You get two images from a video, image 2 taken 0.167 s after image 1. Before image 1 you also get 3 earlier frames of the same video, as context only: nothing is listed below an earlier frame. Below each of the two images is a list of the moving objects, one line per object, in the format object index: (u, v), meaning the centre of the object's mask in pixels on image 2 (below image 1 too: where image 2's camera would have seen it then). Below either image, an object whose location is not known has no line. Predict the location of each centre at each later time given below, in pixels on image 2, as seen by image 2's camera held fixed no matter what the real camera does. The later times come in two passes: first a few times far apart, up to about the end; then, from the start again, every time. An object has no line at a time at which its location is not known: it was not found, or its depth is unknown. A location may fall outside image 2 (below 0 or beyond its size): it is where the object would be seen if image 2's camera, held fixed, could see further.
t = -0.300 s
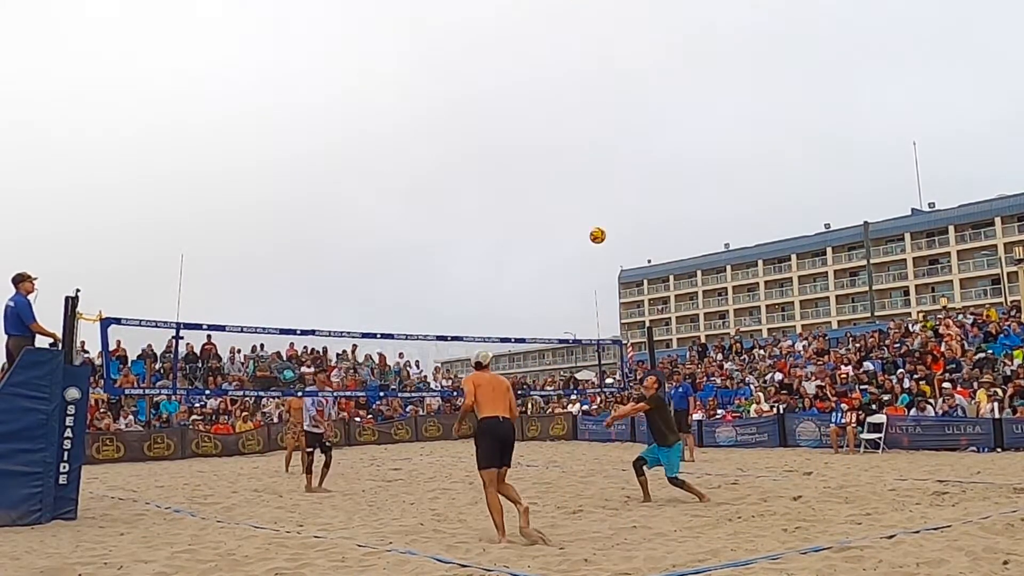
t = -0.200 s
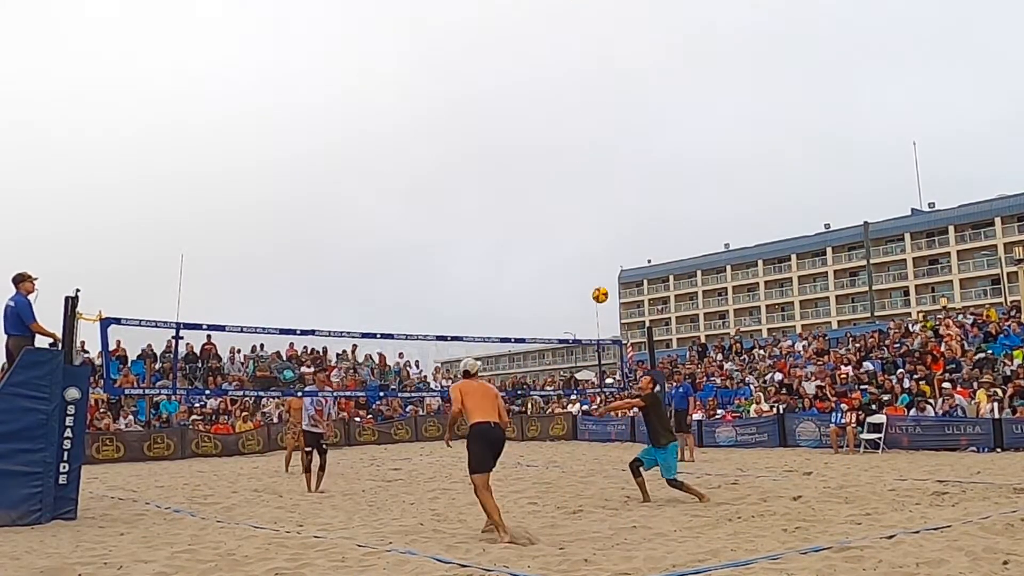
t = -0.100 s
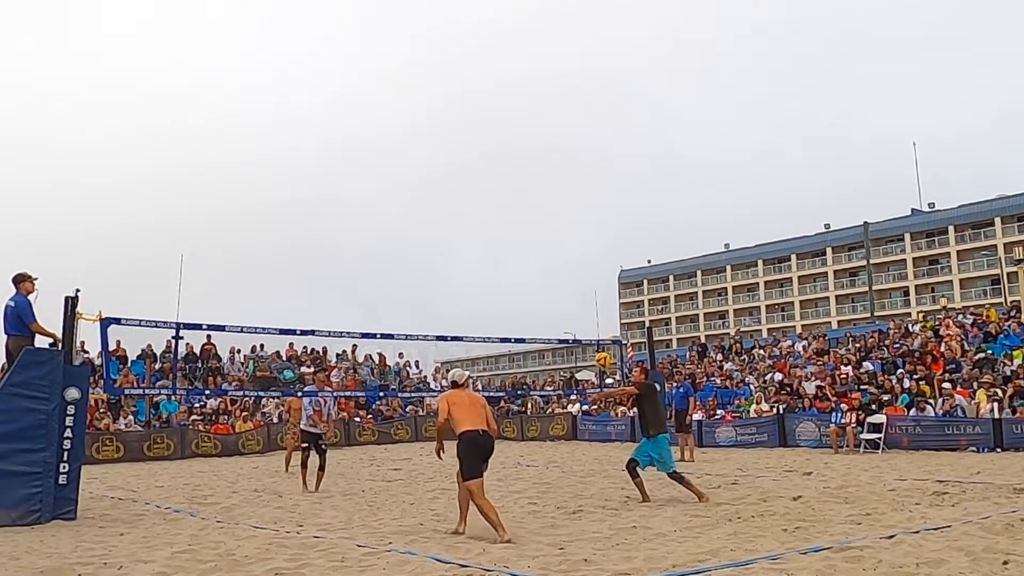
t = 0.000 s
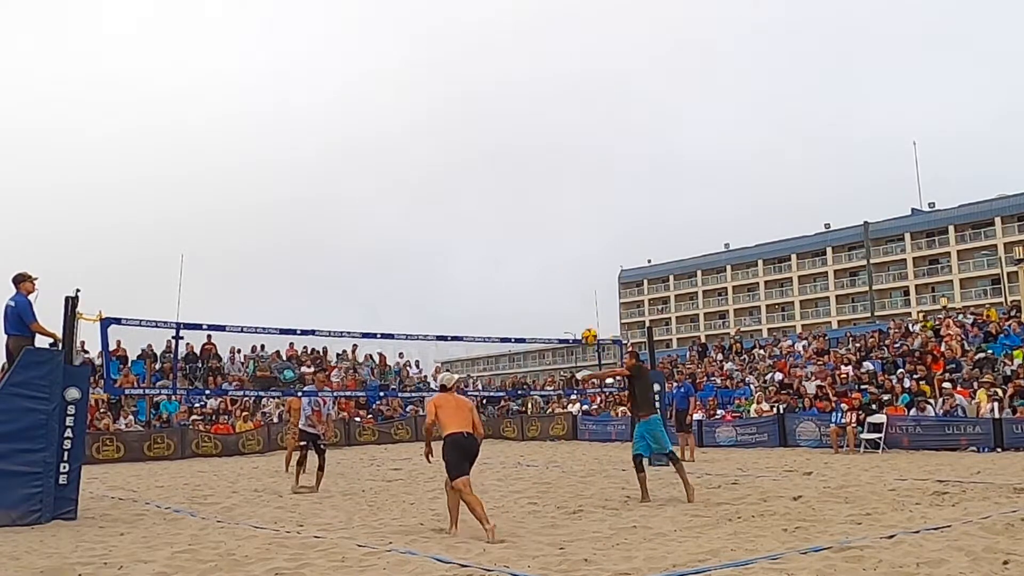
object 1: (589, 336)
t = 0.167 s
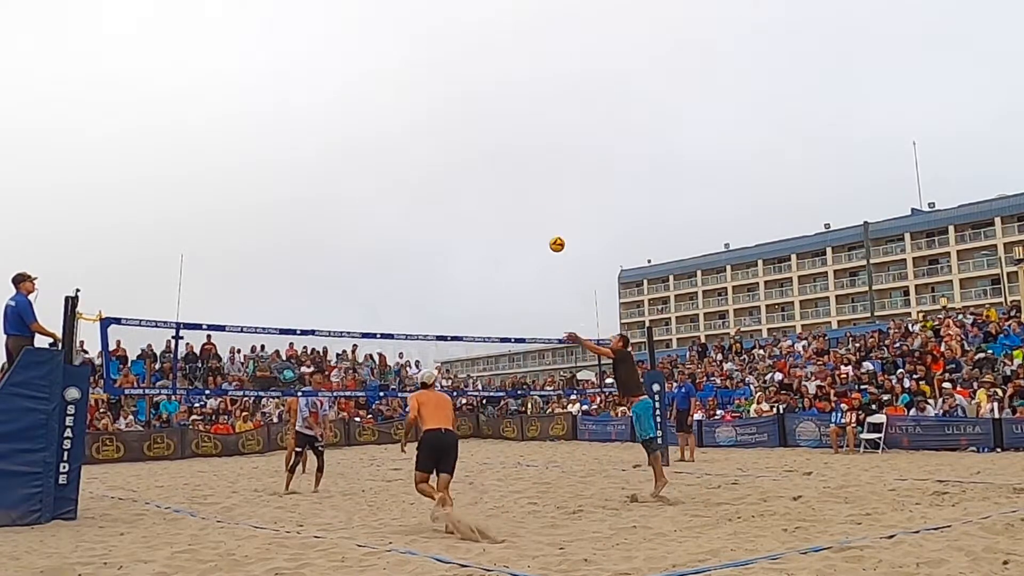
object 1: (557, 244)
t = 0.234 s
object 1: (545, 215)
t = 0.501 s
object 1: (502, 135)
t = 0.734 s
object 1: (469, 110)
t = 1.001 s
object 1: (434, 128)
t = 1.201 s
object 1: (410, 172)
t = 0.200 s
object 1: (551, 229)
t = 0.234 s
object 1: (545, 215)
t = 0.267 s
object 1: (539, 202)
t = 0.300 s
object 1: (533, 190)
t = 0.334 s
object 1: (528, 179)
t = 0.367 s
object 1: (523, 168)
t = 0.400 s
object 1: (517, 159)
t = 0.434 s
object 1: (512, 150)
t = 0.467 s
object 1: (507, 142)
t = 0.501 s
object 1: (502, 135)
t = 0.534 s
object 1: (497, 129)
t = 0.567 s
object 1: (492, 124)
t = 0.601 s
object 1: (487, 119)
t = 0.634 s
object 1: (483, 116)
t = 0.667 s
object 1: (478, 113)
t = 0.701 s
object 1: (473, 111)
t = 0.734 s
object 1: (469, 110)
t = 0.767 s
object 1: (464, 109)
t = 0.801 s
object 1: (460, 110)
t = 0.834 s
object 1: (455, 111)
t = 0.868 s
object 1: (451, 113)
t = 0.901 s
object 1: (447, 115)
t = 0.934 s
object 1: (442, 119)
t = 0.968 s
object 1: (438, 123)
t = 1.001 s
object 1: (434, 128)
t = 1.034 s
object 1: (430, 133)
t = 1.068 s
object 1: (426, 139)
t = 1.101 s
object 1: (422, 146)
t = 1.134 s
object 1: (418, 154)
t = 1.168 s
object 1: (414, 163)
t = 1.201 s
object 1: (410, 172)
